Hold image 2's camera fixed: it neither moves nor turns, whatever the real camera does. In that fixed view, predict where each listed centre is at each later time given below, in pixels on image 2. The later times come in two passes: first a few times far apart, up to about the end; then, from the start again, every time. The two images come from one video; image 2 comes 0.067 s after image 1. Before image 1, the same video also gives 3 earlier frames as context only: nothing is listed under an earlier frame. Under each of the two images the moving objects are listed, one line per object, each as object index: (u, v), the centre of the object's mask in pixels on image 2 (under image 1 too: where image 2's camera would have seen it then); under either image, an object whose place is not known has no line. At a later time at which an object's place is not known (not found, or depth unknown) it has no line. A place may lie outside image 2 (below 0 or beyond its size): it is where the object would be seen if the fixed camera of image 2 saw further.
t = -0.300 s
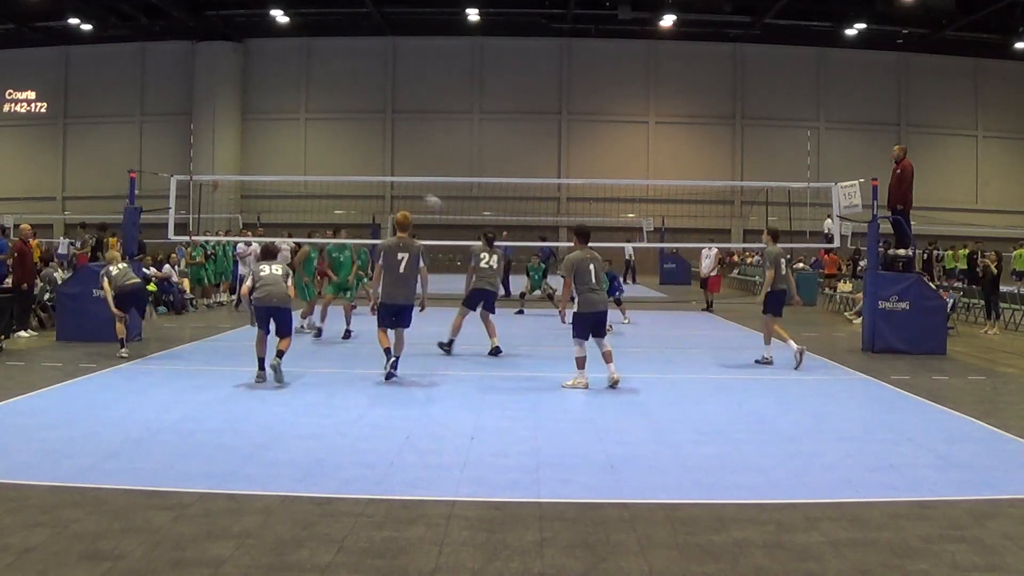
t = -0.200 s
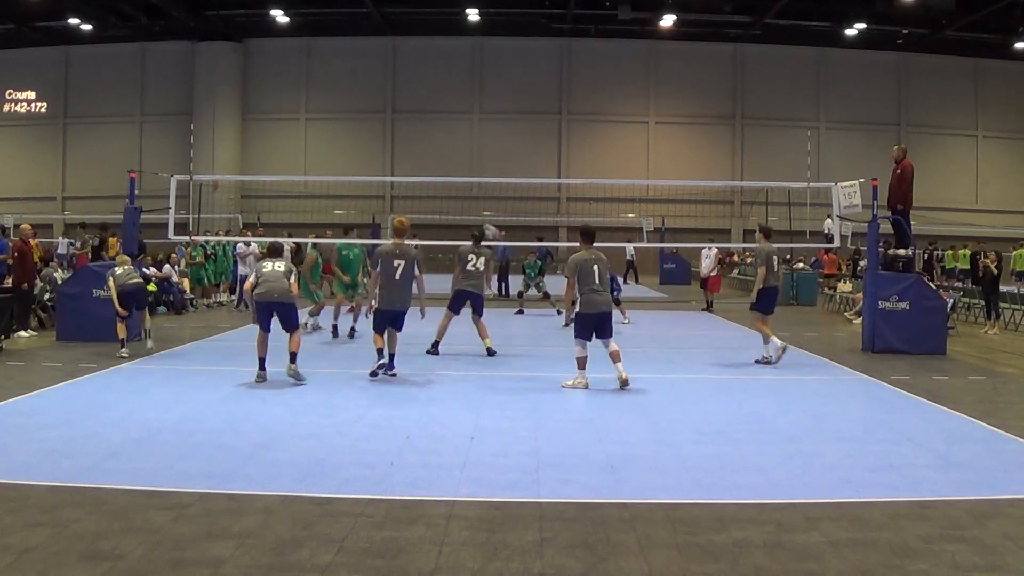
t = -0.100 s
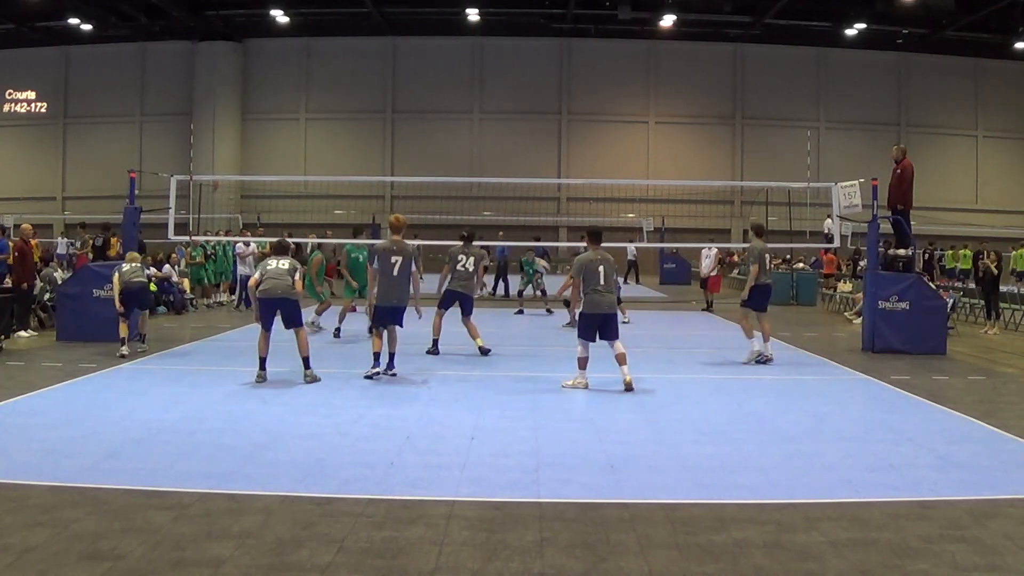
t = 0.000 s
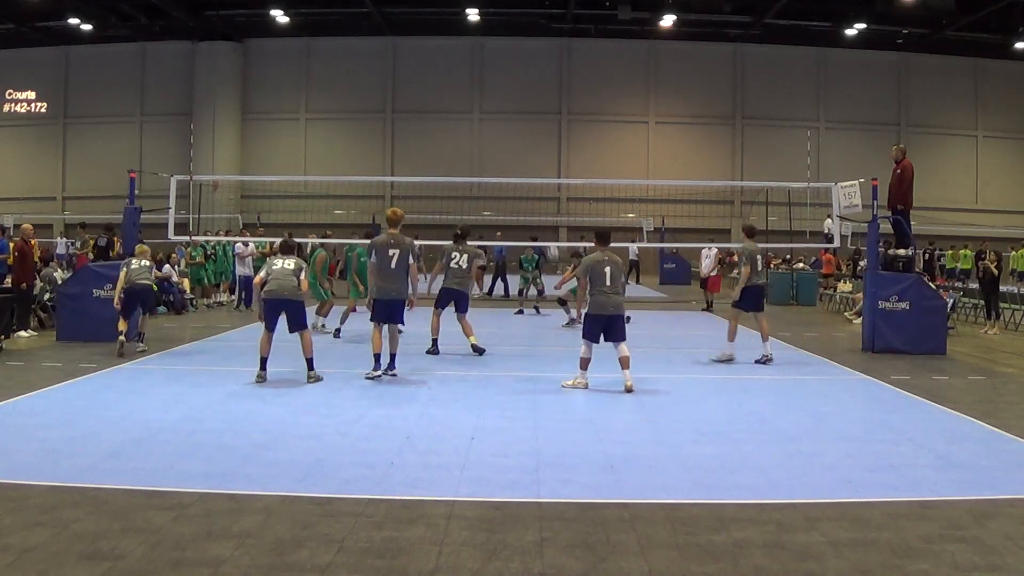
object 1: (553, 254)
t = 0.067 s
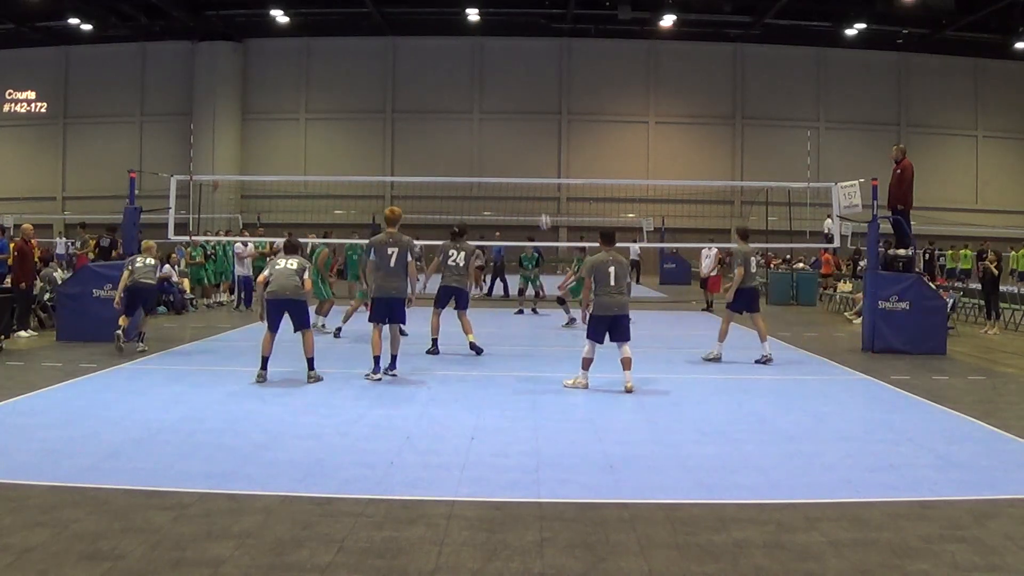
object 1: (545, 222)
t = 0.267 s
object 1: (519, 146)
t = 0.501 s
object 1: (491, 86)
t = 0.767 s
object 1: (457, 55)
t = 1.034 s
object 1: (423, 65)
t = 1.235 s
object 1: (396, 101)
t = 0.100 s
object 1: (541, 207)
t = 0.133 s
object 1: (536, 194)
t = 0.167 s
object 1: (532, 177)
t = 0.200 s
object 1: (528, 168)
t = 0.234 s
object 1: (524, 157)
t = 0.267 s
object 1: (519, 146)
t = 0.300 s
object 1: (516, 136)
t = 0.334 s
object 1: (512, 126)
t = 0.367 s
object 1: (507, 117)
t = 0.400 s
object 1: (503, 108)
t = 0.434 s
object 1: (499, 100)
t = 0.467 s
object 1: (495, 92)
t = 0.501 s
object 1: (491, 86)
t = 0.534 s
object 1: (487, 80)
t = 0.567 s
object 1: (483, 74)
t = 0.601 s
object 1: (478, 70)
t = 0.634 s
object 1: (475, 65)
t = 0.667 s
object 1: (470, 62)
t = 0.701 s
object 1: (466, 59)
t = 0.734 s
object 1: (462, 56)
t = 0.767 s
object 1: (457, 55)
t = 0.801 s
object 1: (453, 53)
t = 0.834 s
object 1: (449, 53)
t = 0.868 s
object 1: (445, 53)
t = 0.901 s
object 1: (441, 54)
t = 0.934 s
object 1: (436, 56)
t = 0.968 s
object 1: (432, 58)
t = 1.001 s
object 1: (428, 61)
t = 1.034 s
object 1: (423, 65)
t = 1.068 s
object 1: (418, 70)
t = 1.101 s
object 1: (414, 75)
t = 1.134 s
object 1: (409, 80)
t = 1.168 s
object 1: (405, 86)
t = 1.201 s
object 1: (400, 93)
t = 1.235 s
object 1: (396, 101)
